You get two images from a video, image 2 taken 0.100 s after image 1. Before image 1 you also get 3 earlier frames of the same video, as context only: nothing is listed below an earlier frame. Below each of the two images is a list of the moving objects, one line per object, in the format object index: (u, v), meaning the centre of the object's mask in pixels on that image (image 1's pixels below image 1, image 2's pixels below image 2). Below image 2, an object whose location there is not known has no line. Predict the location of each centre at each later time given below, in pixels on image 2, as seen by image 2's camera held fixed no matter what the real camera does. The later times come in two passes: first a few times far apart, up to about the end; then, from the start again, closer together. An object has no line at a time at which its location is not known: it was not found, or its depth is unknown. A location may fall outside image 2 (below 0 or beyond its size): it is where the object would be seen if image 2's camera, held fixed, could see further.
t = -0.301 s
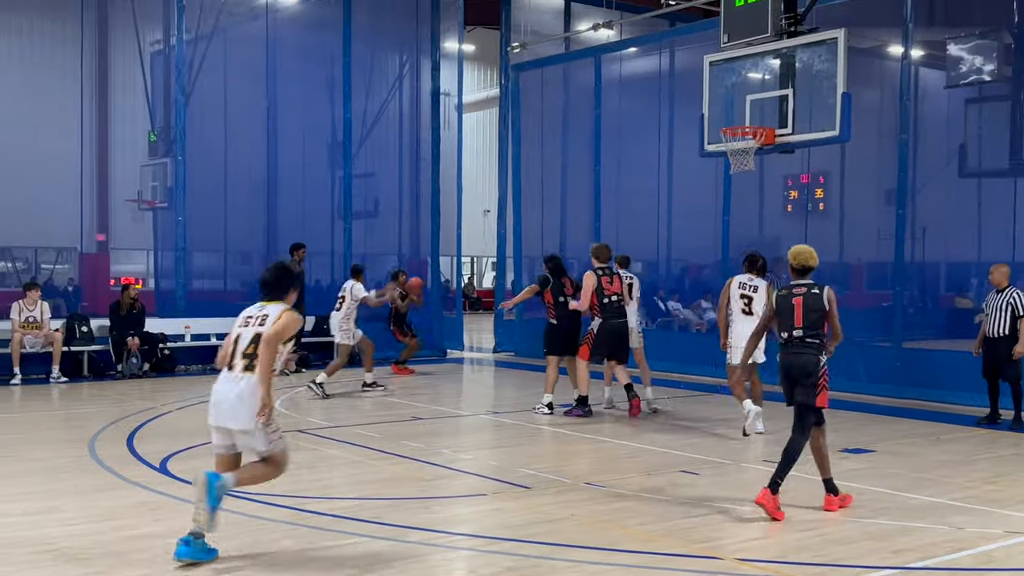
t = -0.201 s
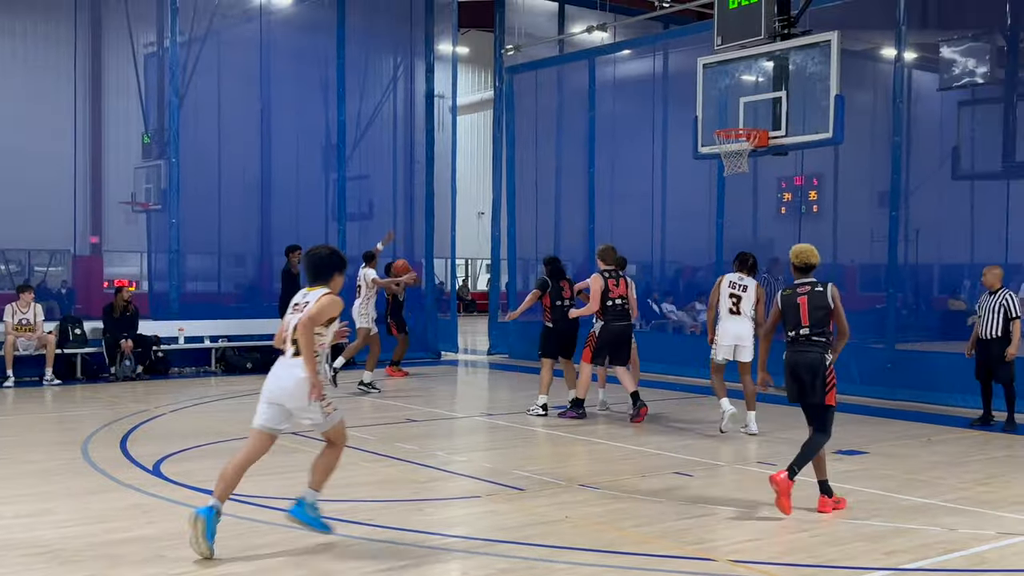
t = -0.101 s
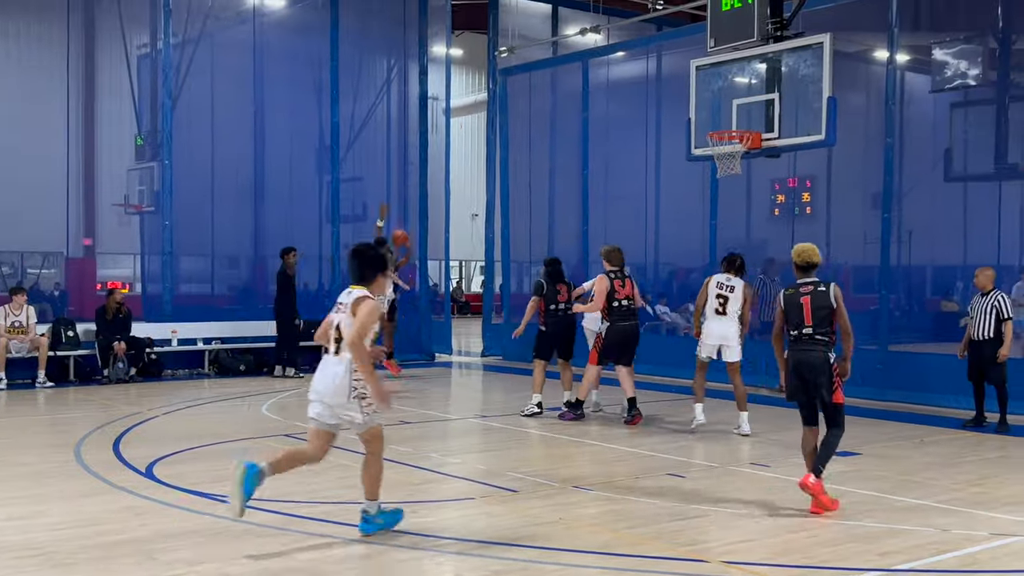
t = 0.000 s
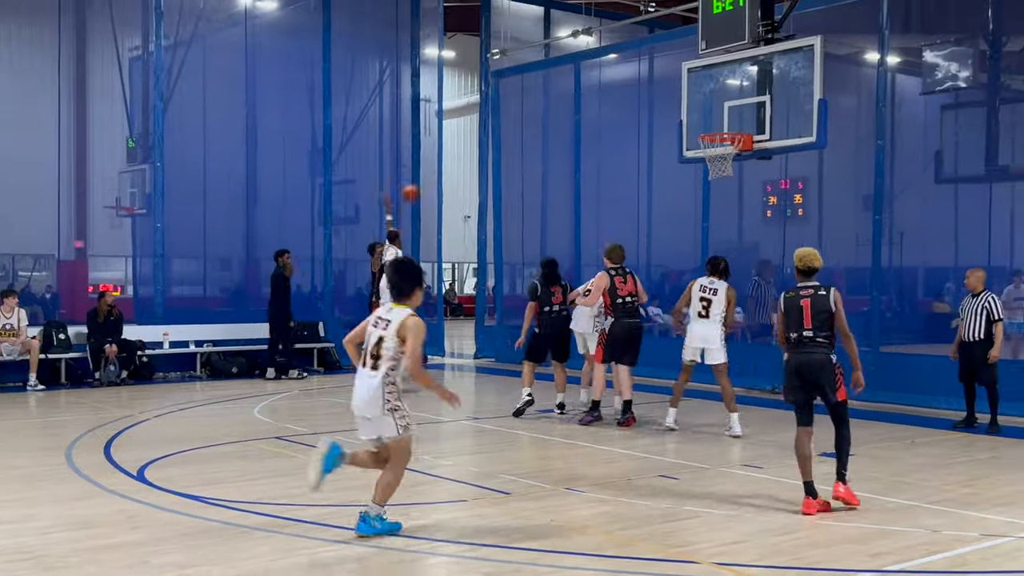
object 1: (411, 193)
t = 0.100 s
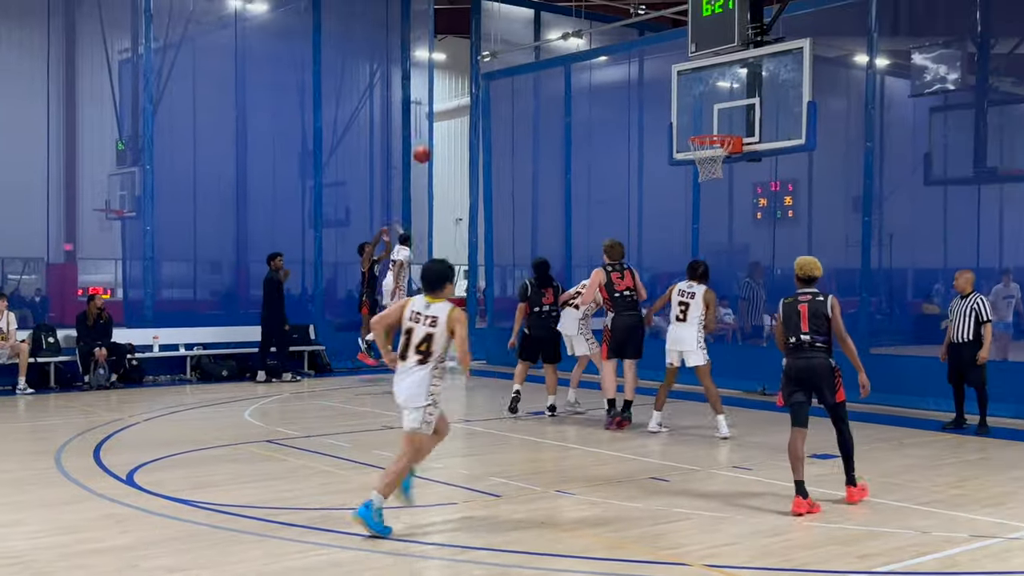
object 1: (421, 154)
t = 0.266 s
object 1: (458, 98)
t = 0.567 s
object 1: (530, 39)
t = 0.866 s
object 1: (611, 50)
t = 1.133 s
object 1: (694, 129)
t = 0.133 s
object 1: (428, 142)
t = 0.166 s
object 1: (436, 129)
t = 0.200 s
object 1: (442, 119)
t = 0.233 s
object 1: (450, 108)
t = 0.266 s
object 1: (458, 98)
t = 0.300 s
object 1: (465, 88)
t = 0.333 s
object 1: (473, 79)
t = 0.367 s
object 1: (480, 71)
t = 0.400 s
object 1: (489, 64)
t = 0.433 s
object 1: (497, 57)
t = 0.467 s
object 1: (505, 52)
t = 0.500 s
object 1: (513, 47)
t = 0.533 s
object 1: (521, 43)
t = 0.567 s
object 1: (530, 39)
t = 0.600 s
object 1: (538, 37)
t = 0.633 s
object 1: (547, 35)
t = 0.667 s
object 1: (556, 35)
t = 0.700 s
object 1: (565, 35)
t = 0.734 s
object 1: (574, 36)
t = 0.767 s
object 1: (584, 38)
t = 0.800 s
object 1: (593, 41)
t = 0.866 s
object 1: (611, 50)
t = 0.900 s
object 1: (621, 57)
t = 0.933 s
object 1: (631, 64)
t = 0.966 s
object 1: (642, 72)
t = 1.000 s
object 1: (652, 82)
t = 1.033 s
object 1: (662, 92)
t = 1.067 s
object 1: (674, 103)
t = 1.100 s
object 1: (684, 117)
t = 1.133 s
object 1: (694, 129)
